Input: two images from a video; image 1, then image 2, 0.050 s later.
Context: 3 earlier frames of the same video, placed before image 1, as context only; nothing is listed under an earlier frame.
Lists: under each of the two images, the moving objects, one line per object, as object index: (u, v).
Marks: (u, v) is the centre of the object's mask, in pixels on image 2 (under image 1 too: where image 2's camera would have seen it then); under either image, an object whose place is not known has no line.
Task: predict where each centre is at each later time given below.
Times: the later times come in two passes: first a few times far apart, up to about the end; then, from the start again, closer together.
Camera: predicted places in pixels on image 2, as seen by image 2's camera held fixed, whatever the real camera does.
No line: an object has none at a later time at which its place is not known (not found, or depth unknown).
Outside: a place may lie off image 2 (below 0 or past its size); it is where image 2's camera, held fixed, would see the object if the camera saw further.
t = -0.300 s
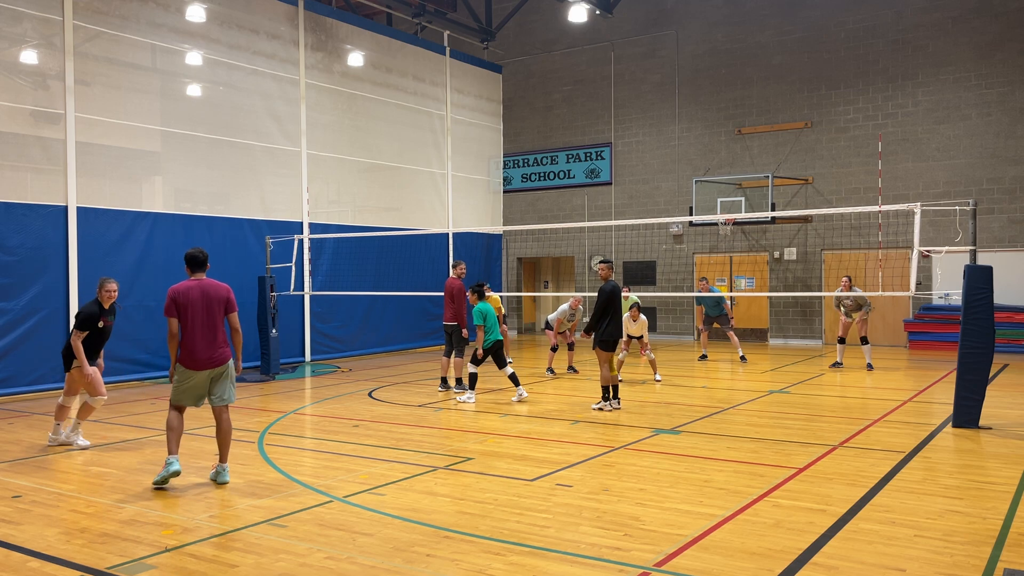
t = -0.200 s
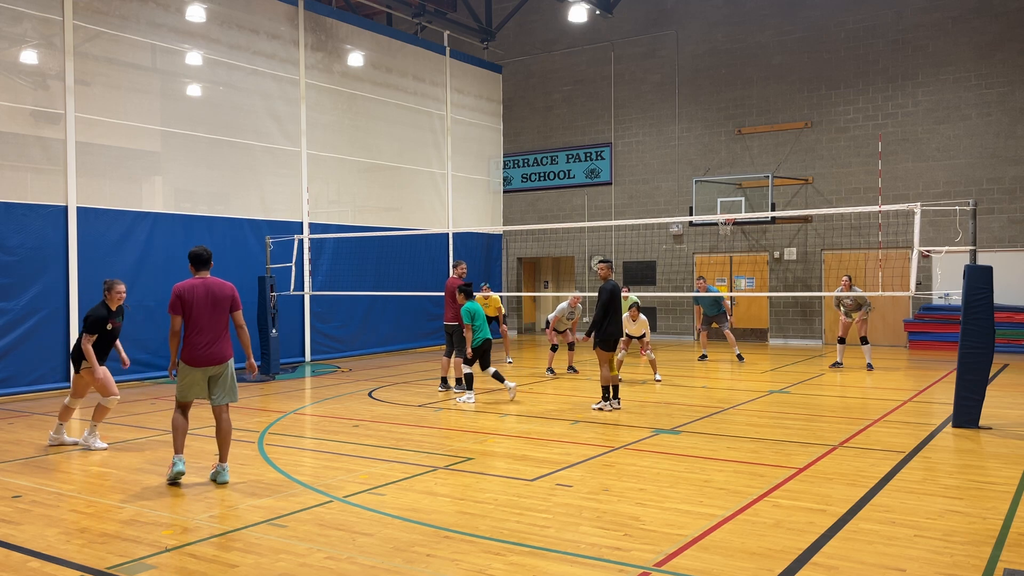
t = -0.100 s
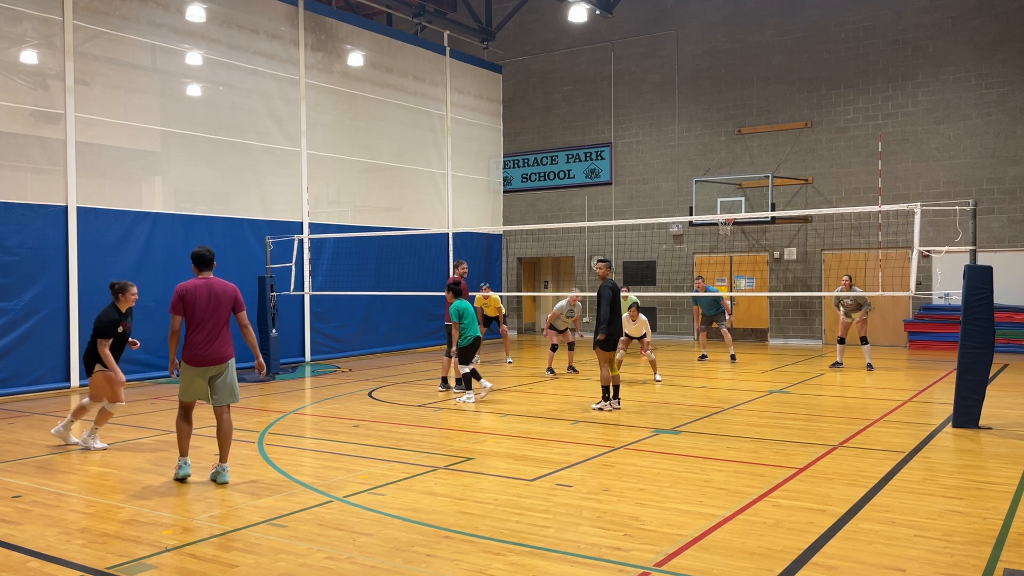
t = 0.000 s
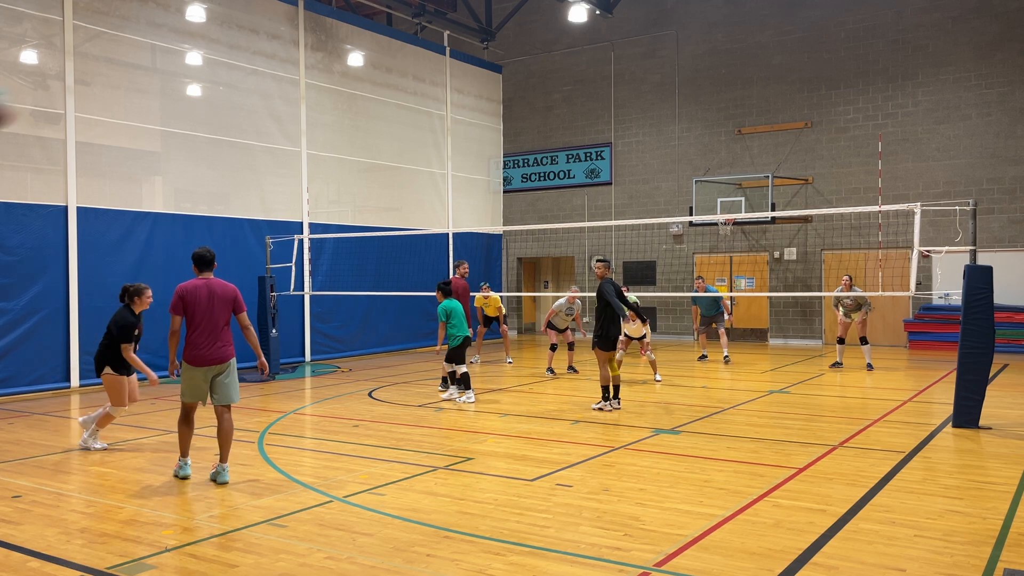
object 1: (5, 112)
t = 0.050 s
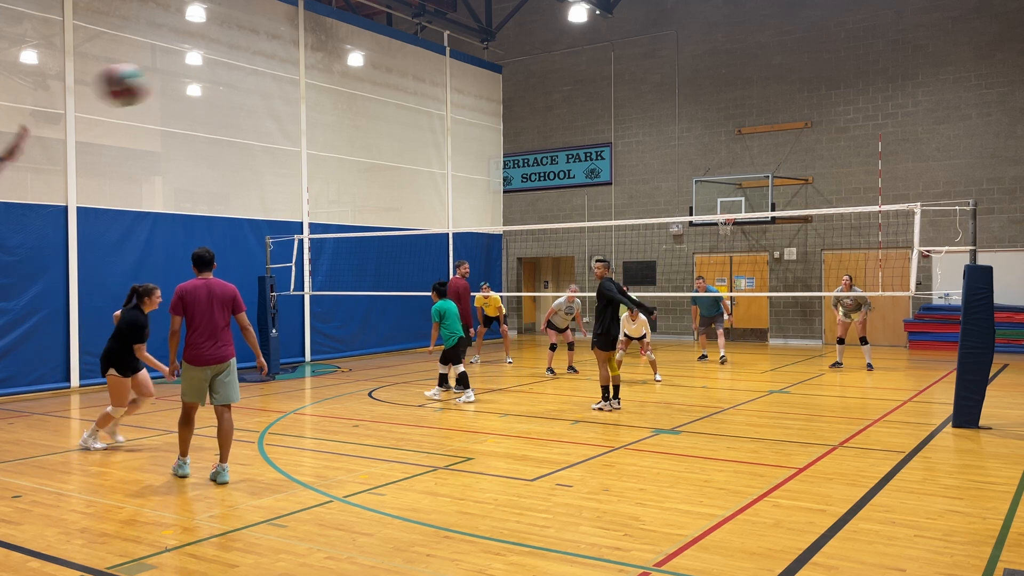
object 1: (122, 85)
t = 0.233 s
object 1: (417, 57)
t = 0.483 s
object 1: (600, 84)
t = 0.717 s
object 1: (688, 146)
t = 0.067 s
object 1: (160, 79)
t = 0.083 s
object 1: (198, 75)
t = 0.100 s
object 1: (229, 71)
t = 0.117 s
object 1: (260, 68)
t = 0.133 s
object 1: (287, 64)
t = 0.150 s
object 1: (313, 63)
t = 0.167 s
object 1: (335, 60)
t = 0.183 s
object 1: (358, 59)
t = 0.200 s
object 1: (380, 58)
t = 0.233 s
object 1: (417, 57)
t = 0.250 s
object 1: (434, 58)
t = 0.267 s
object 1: (450, 58)
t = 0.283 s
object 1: (465, 59)
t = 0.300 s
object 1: (480, 59)
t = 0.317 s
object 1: (494, 60)
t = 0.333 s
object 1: (506, 62)
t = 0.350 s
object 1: (519, 63)
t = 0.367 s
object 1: (531, 65)
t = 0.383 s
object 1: (542, 67)
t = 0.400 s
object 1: (552, 69)
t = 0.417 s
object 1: (563, 72)
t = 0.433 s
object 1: (573, 75)
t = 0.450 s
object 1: (582, 77)
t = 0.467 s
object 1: (591, 80)
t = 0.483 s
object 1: (600, 84)
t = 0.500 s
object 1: (607, 87)
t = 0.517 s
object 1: (615, 91)
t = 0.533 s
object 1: (623, 95)
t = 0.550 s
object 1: (630, 98)
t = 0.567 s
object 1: (637, 102)
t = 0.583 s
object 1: (644, 107)
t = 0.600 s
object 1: (650, 111)
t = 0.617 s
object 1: (656, 116)
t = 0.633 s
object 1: (662, 121)
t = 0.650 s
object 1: (667, 125)
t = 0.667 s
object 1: (673, 130)
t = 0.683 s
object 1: (678, 135)
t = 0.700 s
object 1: (683, 140)
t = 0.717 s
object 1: (688, 146)
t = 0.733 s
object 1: (693, 151)
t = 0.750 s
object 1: (697, 156)
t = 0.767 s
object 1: (702, 162)
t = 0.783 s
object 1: (706, 167)
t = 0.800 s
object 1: (710, 173)
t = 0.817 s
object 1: (713, 178)
